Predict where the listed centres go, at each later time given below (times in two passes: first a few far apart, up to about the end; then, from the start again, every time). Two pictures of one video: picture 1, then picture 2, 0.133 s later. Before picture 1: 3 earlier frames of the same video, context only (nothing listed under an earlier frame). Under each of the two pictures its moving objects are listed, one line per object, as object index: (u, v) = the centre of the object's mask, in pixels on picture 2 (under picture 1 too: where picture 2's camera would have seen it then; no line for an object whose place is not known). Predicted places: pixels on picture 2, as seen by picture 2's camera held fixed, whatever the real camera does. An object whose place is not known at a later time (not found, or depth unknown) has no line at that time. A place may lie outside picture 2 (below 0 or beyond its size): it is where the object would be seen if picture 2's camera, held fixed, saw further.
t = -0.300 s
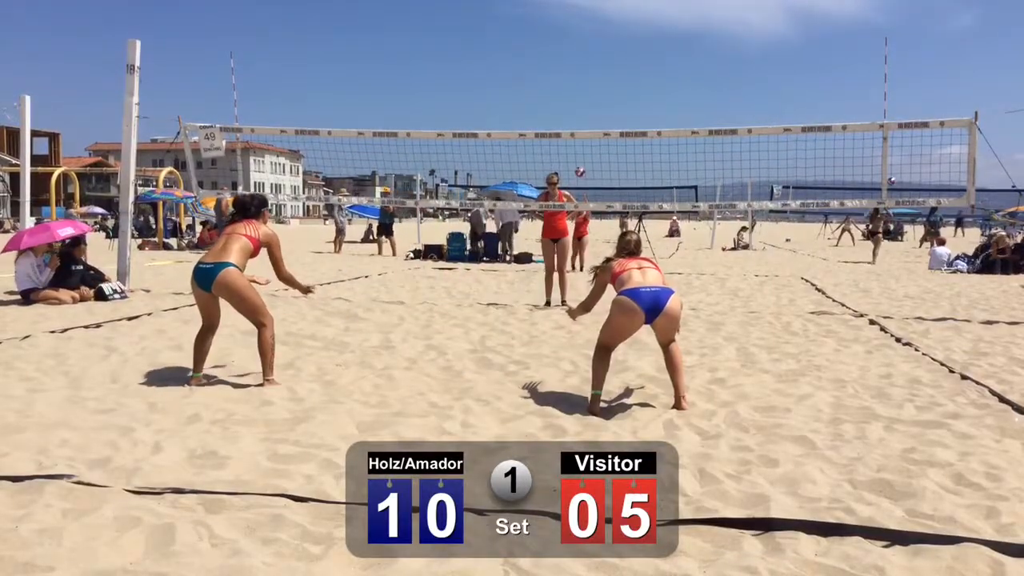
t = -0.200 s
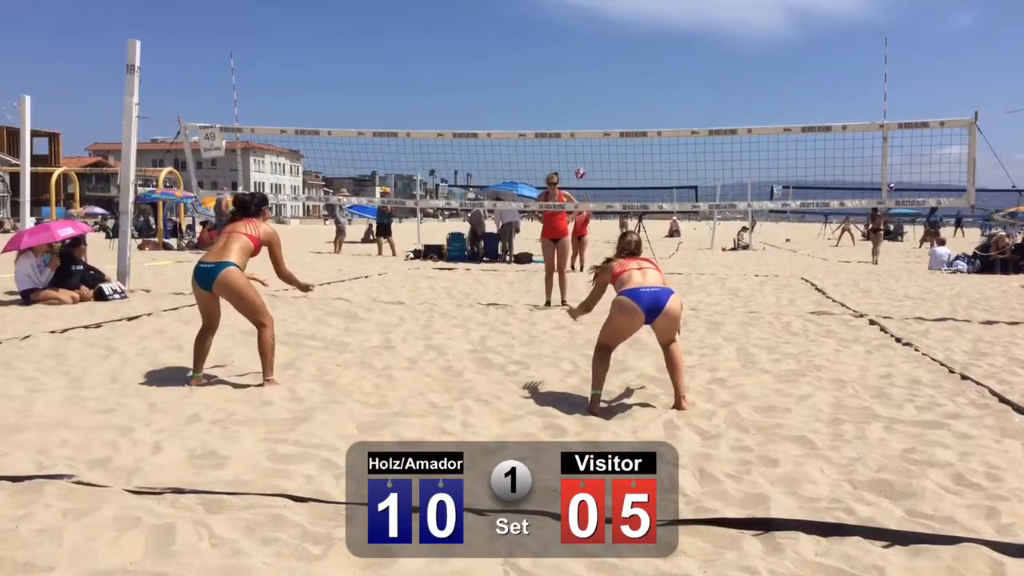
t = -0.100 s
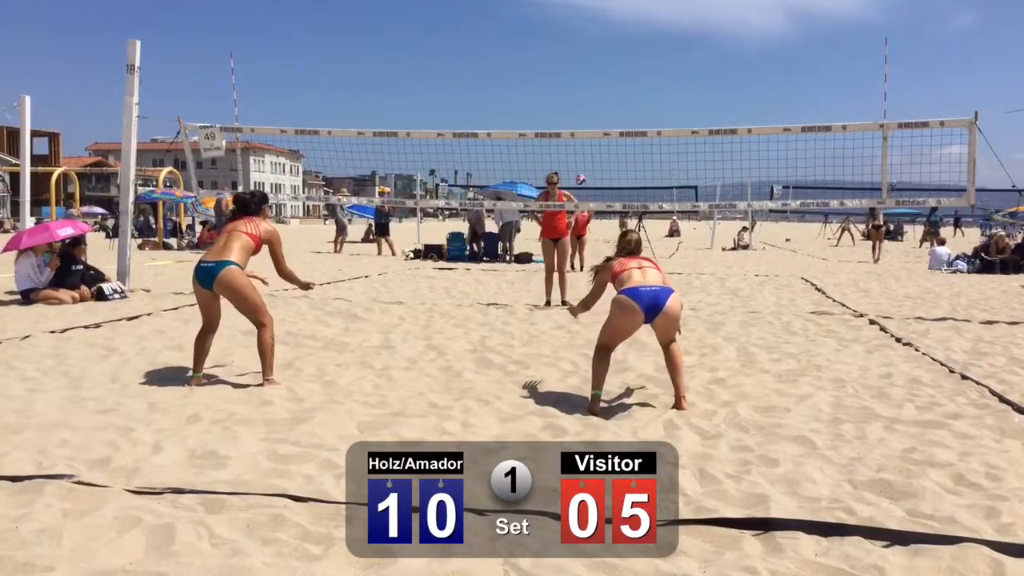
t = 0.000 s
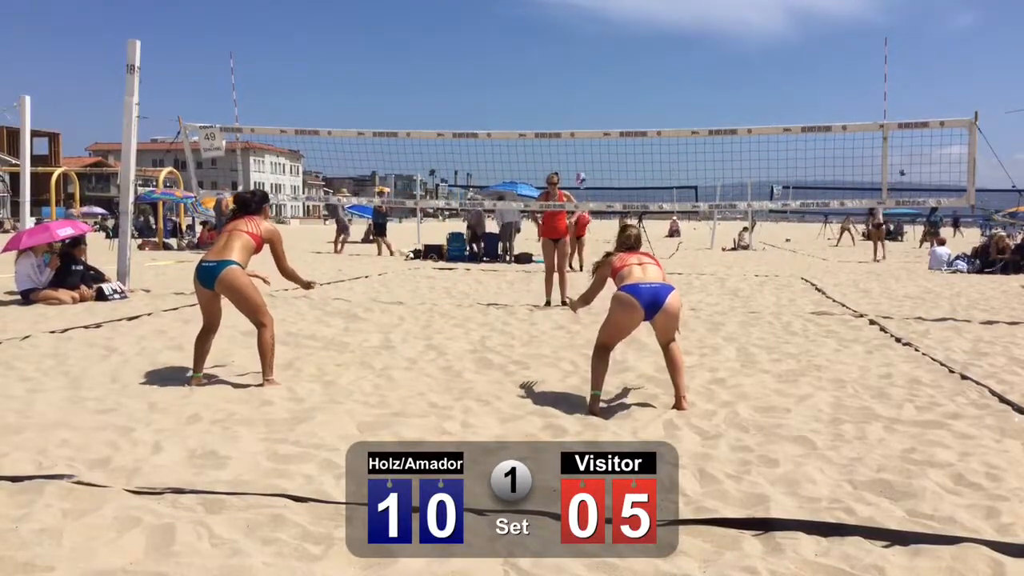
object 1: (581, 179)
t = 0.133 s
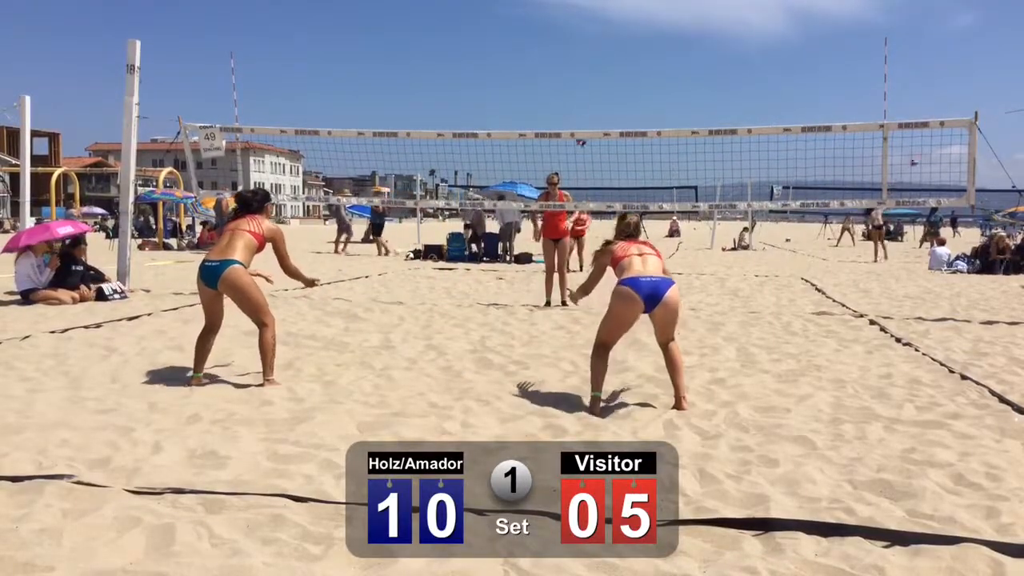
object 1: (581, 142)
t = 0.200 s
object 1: (580, 122)
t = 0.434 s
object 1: (572, 66)
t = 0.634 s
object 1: (556, 38)
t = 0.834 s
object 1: (528, 40)
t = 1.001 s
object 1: (491, 74)
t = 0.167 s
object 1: (580, 128)
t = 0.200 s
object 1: (580, 122)
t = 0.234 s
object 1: (579, 113)
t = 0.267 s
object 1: (578, 104)
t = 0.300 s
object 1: (578, 96)
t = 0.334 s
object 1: (577, 88)
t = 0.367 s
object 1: (575, 80)
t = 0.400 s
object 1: (574, 73)
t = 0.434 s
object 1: (572, 66)
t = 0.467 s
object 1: (570, 60)
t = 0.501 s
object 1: (568, 54)
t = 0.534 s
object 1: (566, 49)
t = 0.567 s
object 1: (563, 44)
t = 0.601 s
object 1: (560, 40)
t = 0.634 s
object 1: (556, 38)
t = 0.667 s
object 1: (552, 35)
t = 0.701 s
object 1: (549, 34)
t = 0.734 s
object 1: (544, 33)
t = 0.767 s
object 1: (539, 35)
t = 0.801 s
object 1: (534, 36)
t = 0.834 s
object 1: (528, 40)
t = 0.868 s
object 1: (523, 43)
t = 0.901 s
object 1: (516, 49)
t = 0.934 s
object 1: (508, 55)
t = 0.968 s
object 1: (500, 64)
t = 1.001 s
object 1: (491, 74)
